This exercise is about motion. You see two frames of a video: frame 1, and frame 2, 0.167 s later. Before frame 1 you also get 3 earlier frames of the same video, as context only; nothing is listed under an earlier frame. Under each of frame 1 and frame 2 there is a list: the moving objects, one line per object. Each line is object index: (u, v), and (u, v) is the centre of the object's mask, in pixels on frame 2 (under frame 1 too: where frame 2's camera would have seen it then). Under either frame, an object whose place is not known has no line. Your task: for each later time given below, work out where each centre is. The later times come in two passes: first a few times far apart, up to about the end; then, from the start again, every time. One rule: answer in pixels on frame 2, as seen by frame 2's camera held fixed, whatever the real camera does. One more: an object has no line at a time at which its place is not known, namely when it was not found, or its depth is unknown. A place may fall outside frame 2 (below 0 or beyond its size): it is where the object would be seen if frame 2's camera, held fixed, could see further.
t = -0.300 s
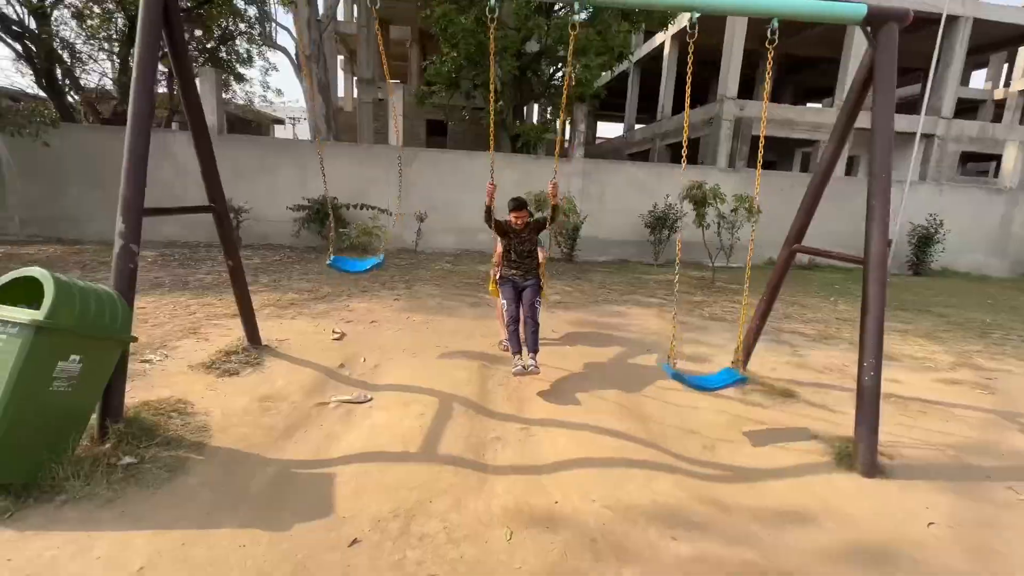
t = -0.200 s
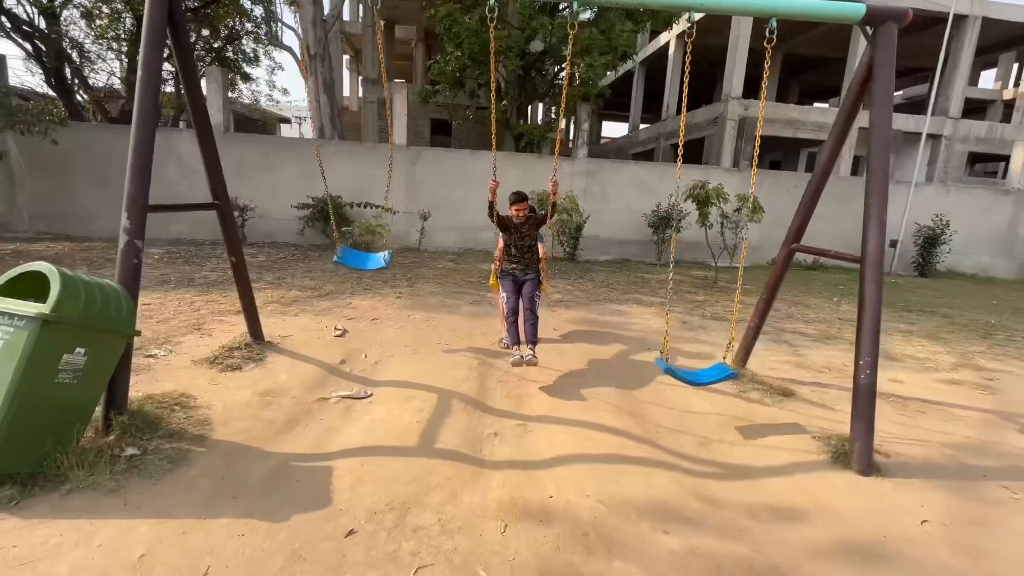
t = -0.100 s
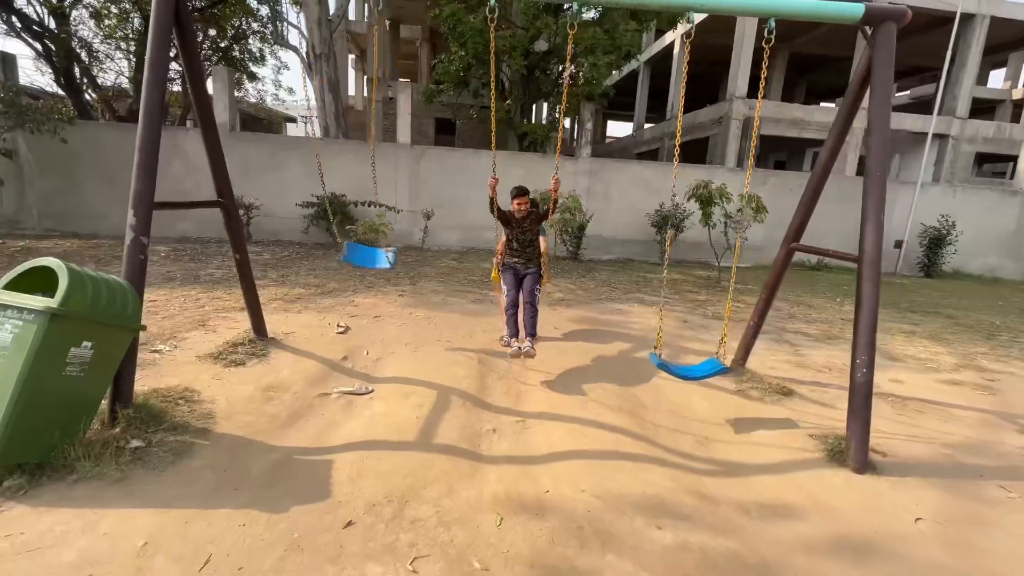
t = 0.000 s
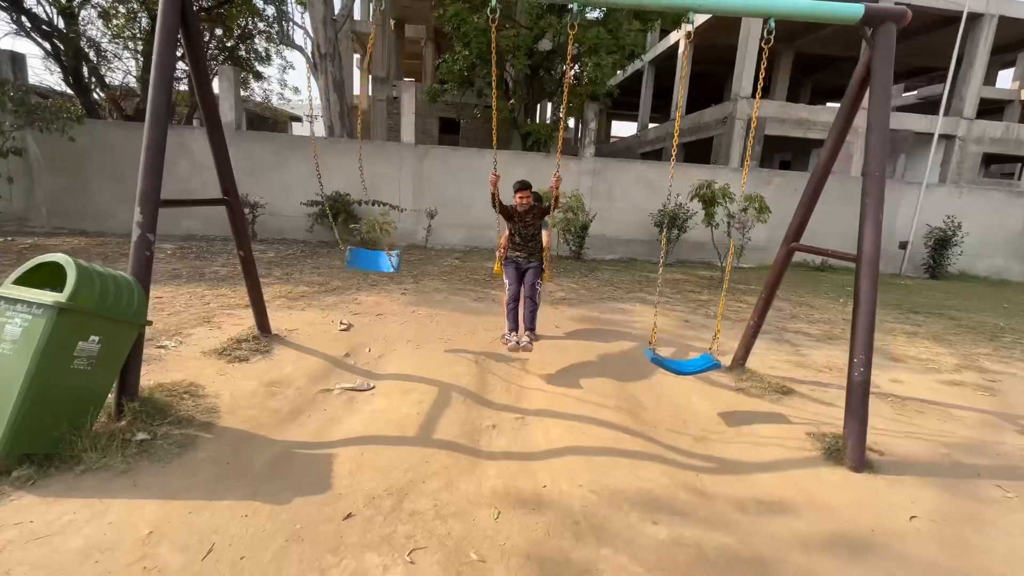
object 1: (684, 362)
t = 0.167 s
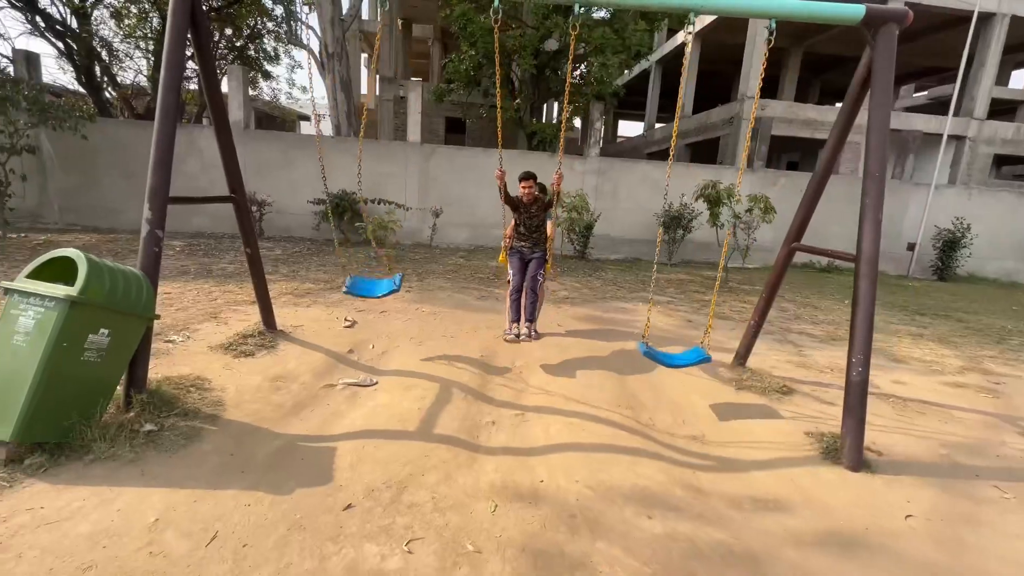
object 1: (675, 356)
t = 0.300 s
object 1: (670, 352)
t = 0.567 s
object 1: (663, 347)
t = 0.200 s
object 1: (674, 355)
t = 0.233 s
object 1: (673, 354)
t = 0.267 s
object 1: (671, 353)
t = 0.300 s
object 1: (670, 352)
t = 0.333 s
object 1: (669, 351)
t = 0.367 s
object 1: (668, 350)
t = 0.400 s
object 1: (667, 350)
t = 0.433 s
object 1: (666, 349)
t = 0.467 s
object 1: (665, 349)
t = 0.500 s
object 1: (664, 348)
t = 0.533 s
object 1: (664, 348)
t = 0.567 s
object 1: (663, 347)
